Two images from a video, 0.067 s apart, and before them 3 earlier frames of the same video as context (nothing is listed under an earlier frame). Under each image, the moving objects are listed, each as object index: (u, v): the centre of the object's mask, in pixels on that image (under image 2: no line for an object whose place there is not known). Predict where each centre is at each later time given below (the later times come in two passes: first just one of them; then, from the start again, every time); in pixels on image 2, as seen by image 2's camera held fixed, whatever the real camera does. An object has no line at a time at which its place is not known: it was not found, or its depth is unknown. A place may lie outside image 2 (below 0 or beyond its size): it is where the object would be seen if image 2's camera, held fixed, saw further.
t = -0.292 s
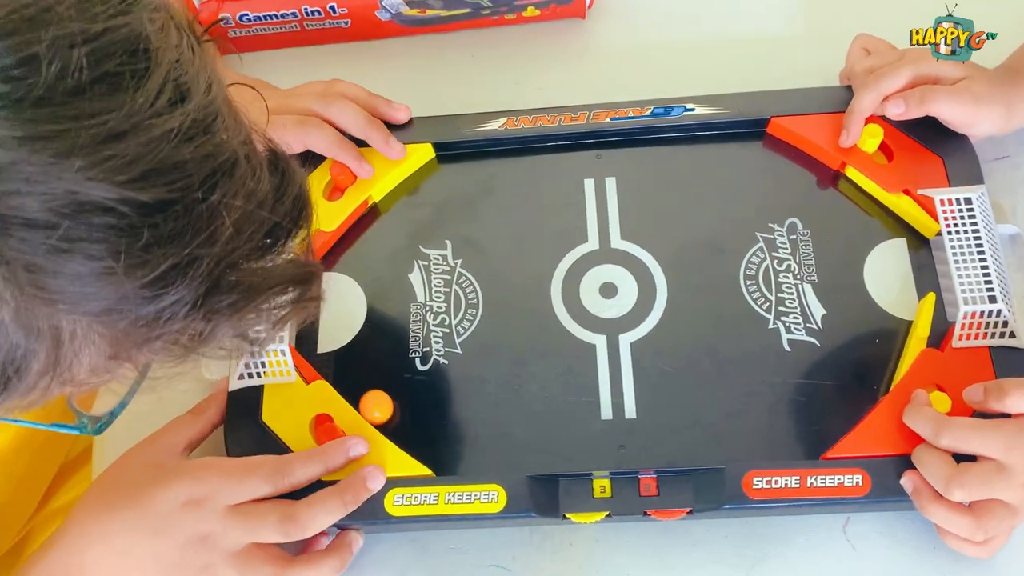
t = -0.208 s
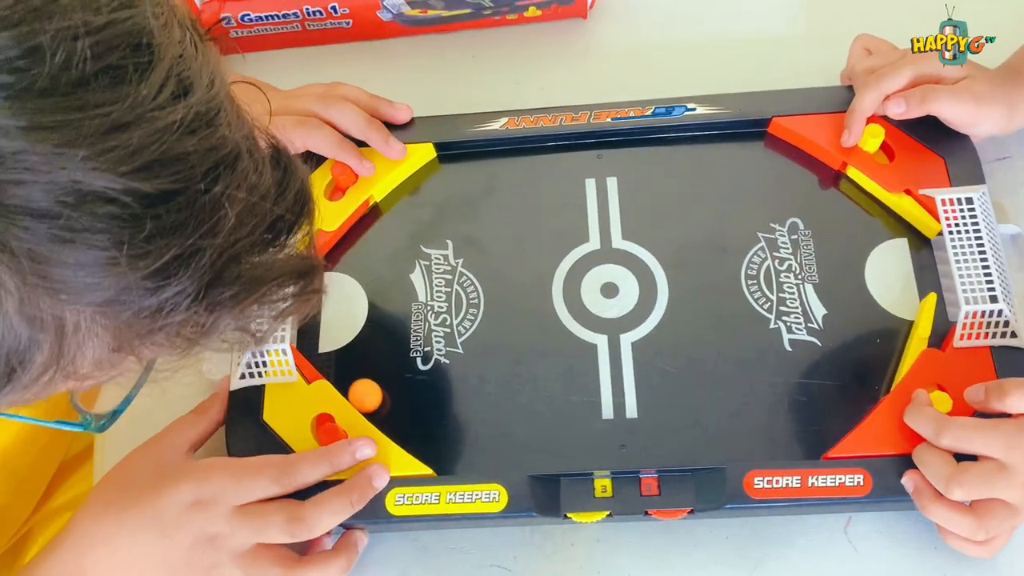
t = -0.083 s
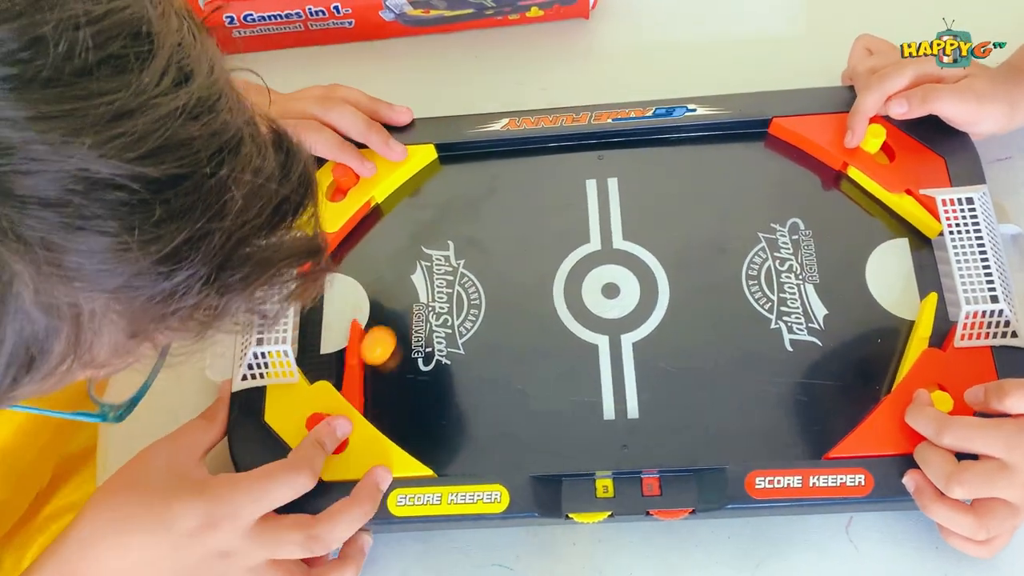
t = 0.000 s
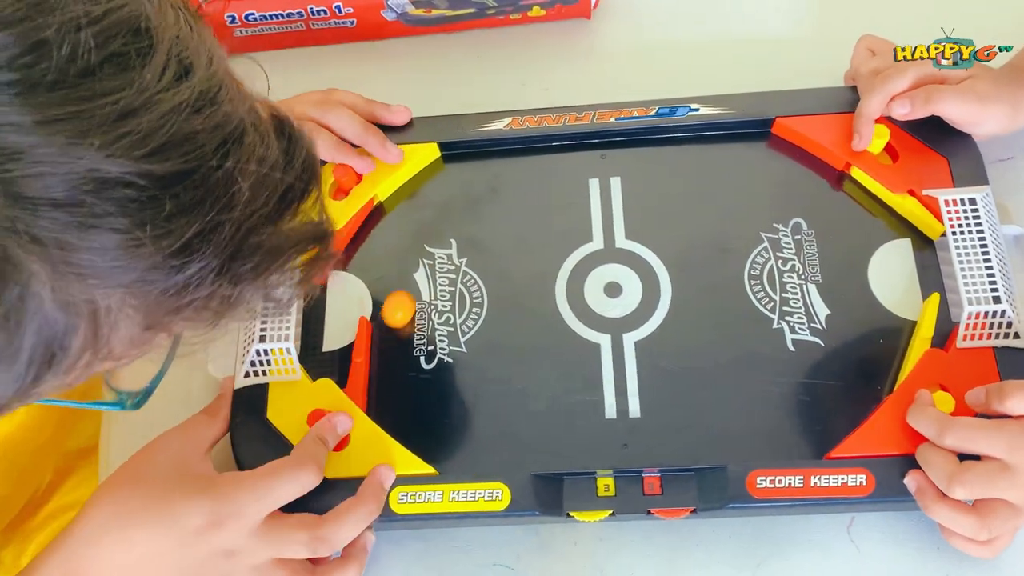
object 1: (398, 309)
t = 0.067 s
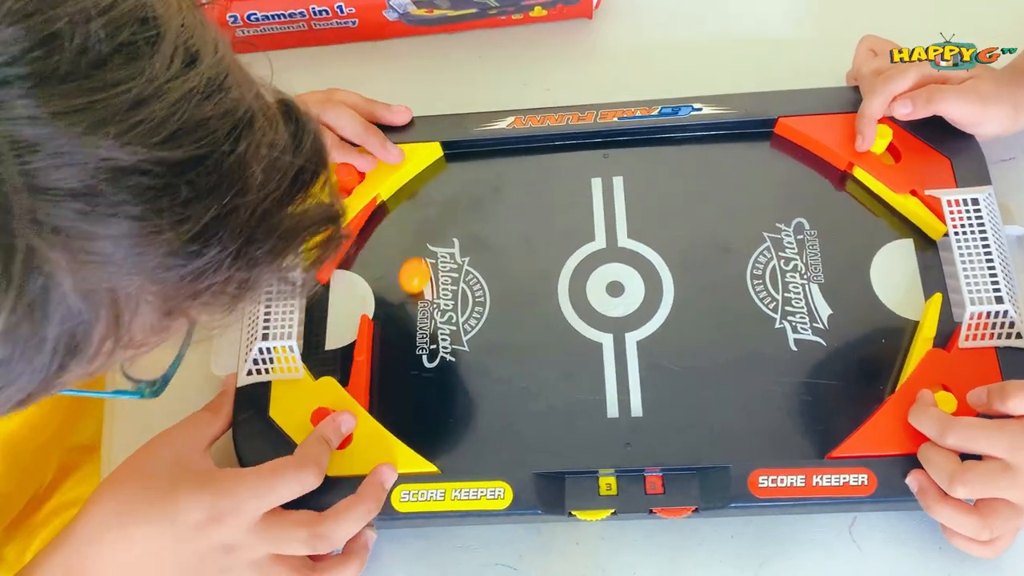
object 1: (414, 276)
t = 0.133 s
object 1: (422, 244)
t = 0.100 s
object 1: (419, 259)
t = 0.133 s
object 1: (422, 244)
